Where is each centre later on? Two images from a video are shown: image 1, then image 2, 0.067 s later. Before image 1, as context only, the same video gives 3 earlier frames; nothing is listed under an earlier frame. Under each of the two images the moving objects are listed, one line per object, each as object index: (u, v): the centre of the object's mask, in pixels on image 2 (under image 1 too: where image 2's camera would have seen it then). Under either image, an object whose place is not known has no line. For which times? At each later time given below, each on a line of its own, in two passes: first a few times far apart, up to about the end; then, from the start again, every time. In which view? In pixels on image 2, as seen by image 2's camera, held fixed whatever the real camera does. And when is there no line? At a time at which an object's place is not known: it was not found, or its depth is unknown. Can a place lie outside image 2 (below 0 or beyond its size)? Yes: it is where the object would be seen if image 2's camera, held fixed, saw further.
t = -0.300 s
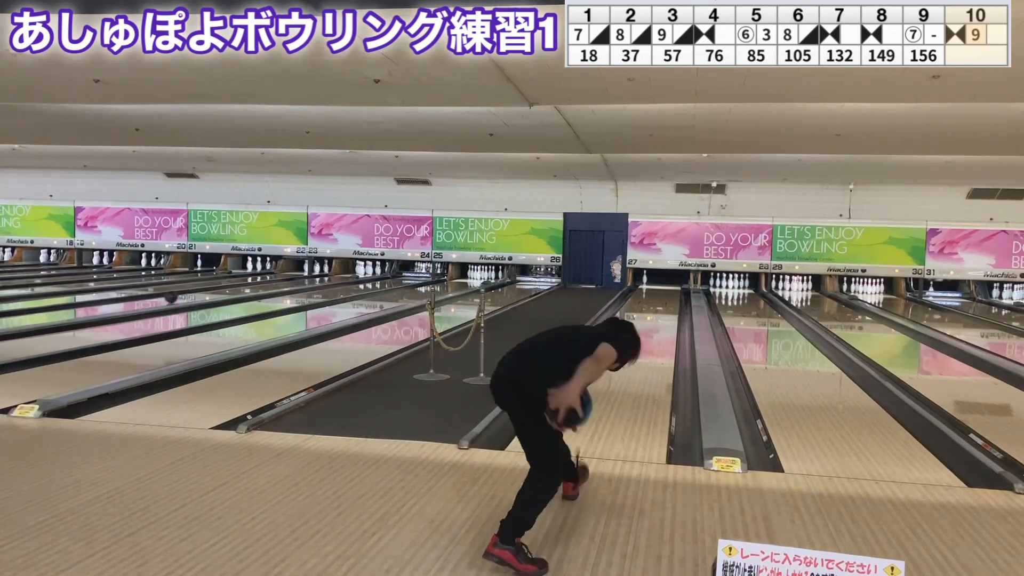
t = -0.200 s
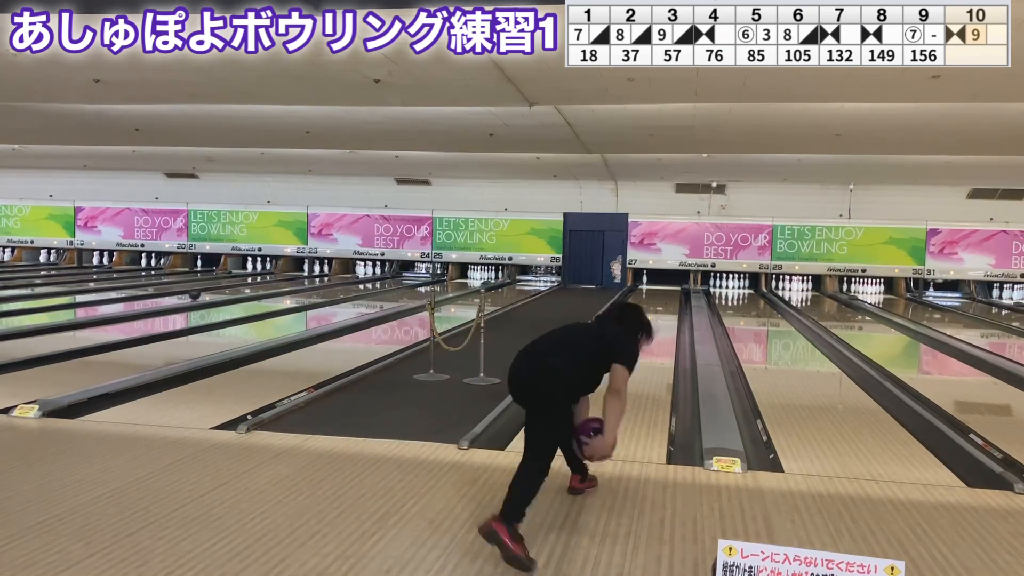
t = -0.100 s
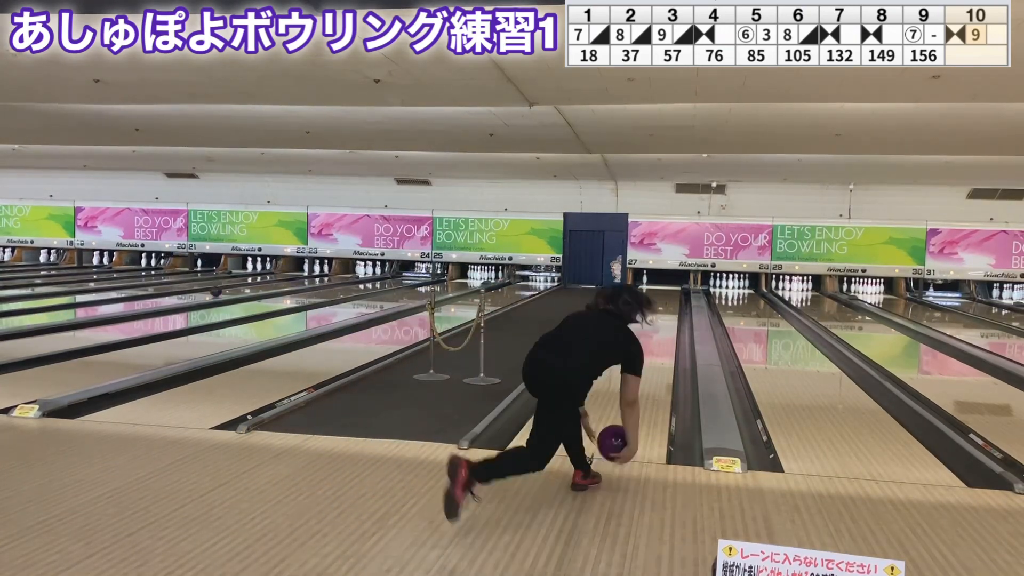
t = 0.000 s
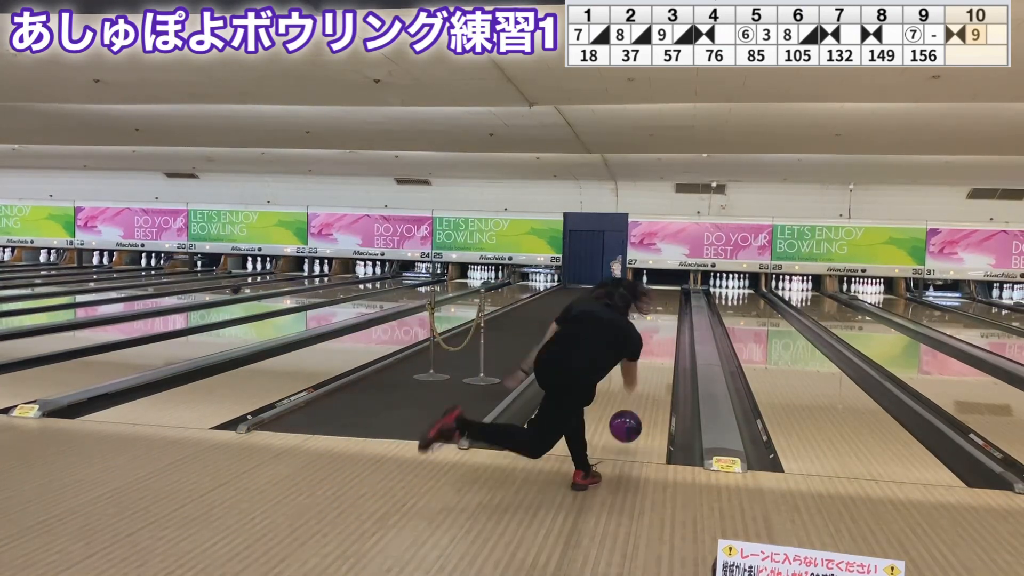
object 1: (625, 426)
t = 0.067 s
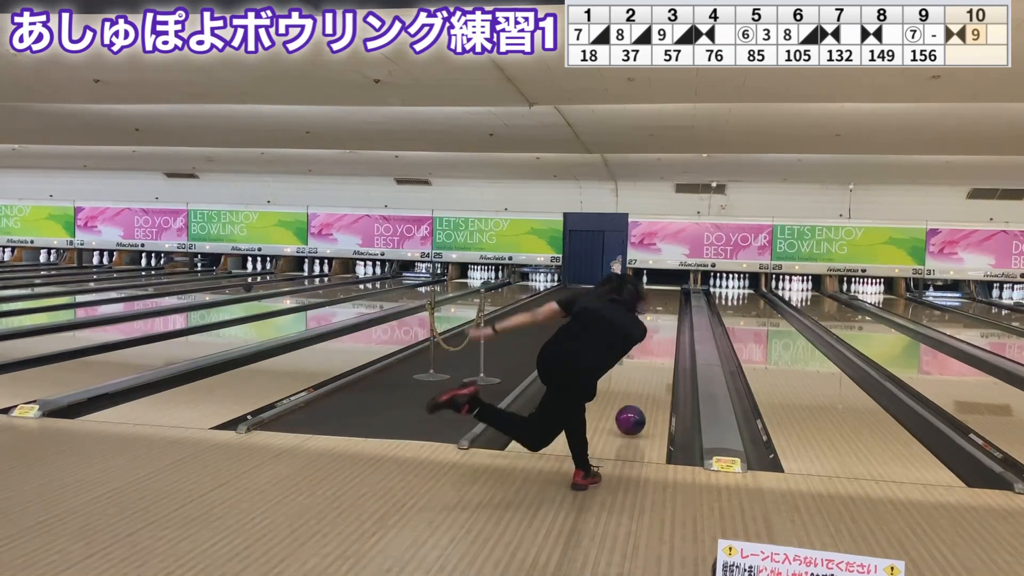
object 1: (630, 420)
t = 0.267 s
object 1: (642, 386)
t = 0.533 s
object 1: (652, 355)
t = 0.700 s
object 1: (656, 342)
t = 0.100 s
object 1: (633, 415)
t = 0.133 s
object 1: (635, 408)
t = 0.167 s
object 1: (637, 403)
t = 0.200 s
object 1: (639, 397)
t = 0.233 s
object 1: (641, 391)
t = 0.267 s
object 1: (642, 386)
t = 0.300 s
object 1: (644, 381)
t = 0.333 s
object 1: (645, 377)
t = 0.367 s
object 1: (646, 373)
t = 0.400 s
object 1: (648, 369)
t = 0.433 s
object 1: (649, 365)
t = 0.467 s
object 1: (650, 361)
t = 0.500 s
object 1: (651, 358)
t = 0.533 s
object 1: (652, 355)
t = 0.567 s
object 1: (653, 352)
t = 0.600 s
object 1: (654, 349)
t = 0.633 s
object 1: (654, 346)
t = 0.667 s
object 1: (655, 344)
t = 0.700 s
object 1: (656, 342)
